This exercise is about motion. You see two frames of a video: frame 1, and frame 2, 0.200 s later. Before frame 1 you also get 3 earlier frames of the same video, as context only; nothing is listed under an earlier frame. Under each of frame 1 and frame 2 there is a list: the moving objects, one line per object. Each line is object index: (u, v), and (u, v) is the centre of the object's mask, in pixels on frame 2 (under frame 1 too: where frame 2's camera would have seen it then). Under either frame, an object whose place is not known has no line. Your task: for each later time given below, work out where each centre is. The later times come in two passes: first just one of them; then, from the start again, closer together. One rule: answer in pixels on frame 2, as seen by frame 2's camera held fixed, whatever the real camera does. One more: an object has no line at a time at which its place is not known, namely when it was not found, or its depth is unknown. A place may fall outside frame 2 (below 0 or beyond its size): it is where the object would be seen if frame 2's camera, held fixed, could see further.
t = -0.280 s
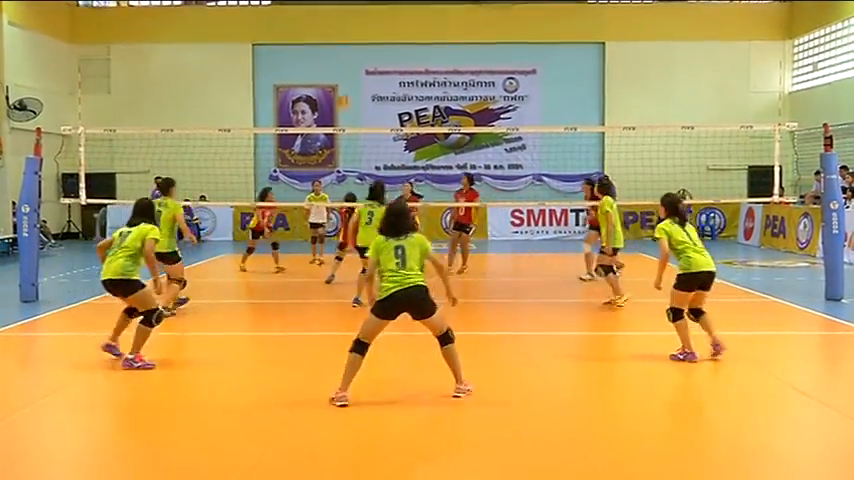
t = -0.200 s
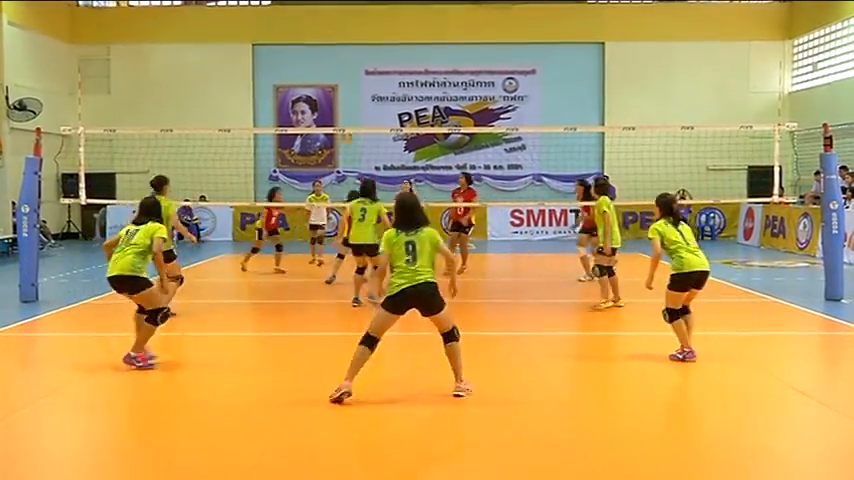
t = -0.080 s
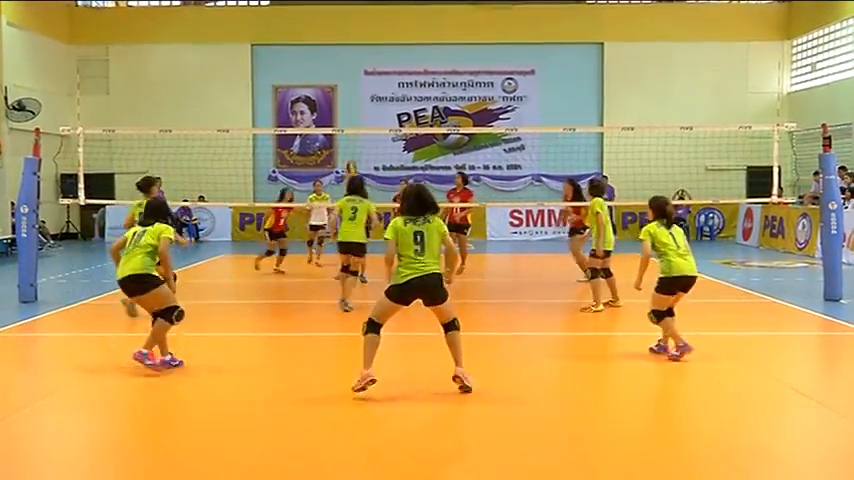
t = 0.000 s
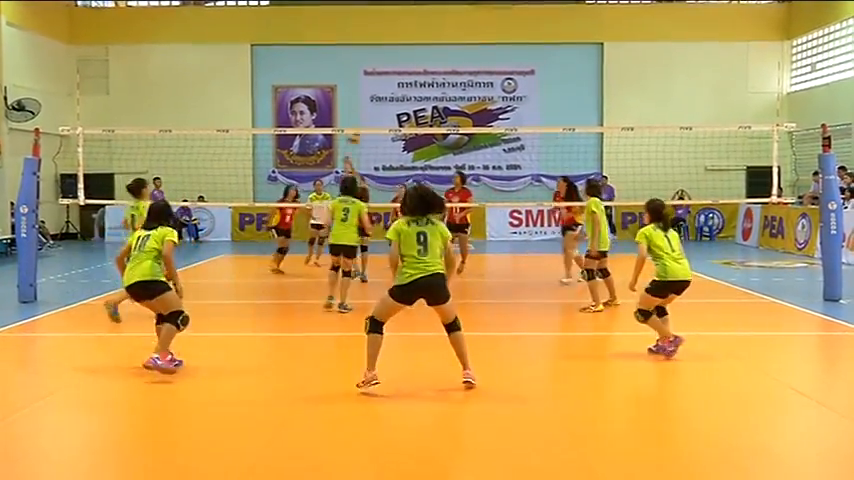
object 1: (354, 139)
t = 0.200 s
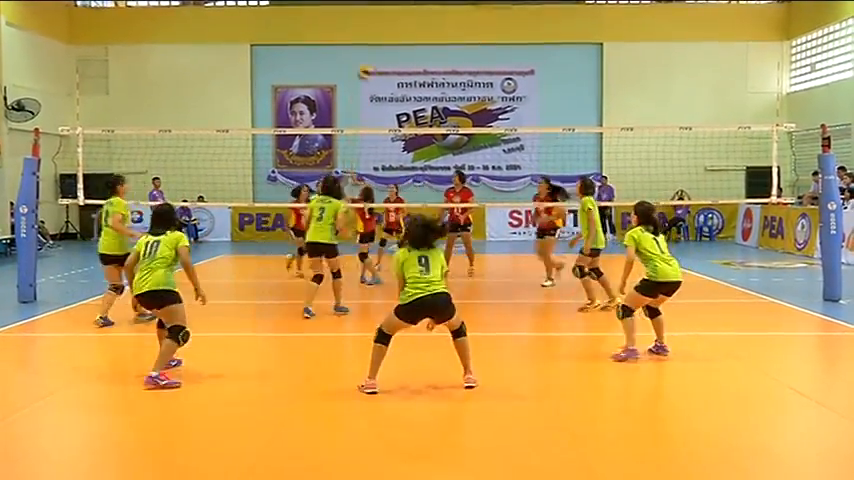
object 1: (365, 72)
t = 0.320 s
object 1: (373, 42)
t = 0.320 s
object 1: (373, 42)
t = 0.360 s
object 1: (376, 34)
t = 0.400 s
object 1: (380, 27)
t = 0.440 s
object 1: (383, 19)
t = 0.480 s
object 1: (387, 17)
